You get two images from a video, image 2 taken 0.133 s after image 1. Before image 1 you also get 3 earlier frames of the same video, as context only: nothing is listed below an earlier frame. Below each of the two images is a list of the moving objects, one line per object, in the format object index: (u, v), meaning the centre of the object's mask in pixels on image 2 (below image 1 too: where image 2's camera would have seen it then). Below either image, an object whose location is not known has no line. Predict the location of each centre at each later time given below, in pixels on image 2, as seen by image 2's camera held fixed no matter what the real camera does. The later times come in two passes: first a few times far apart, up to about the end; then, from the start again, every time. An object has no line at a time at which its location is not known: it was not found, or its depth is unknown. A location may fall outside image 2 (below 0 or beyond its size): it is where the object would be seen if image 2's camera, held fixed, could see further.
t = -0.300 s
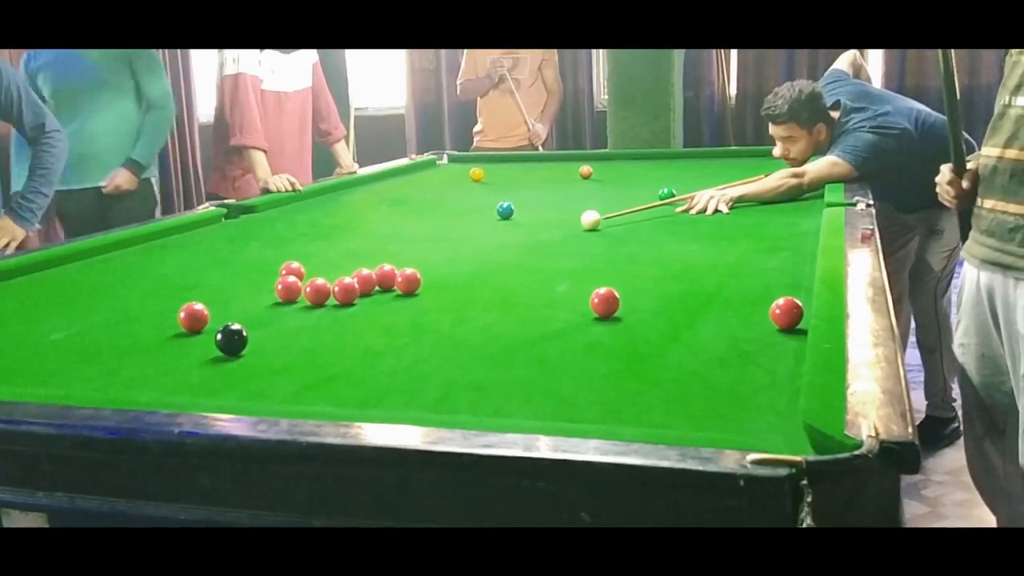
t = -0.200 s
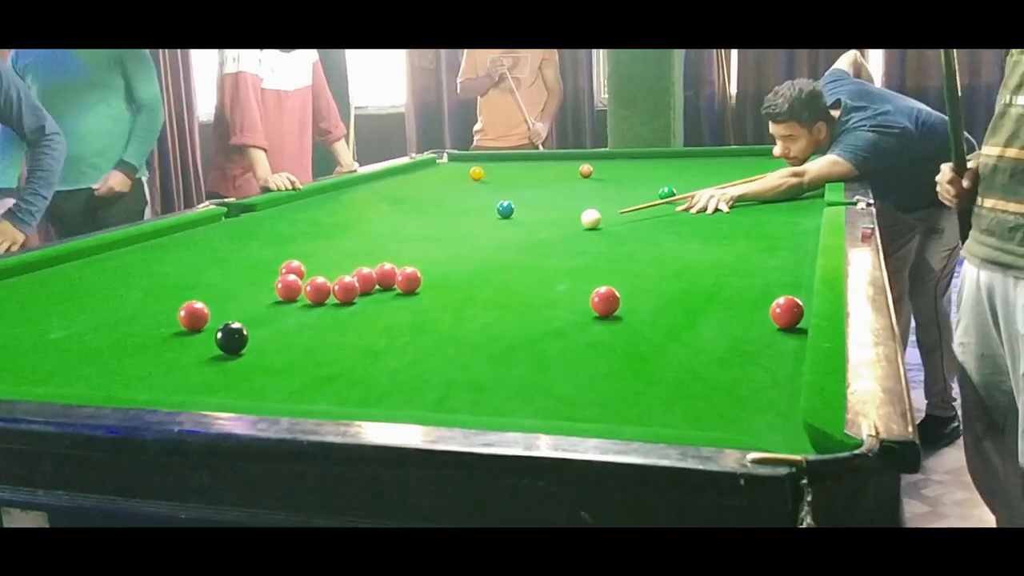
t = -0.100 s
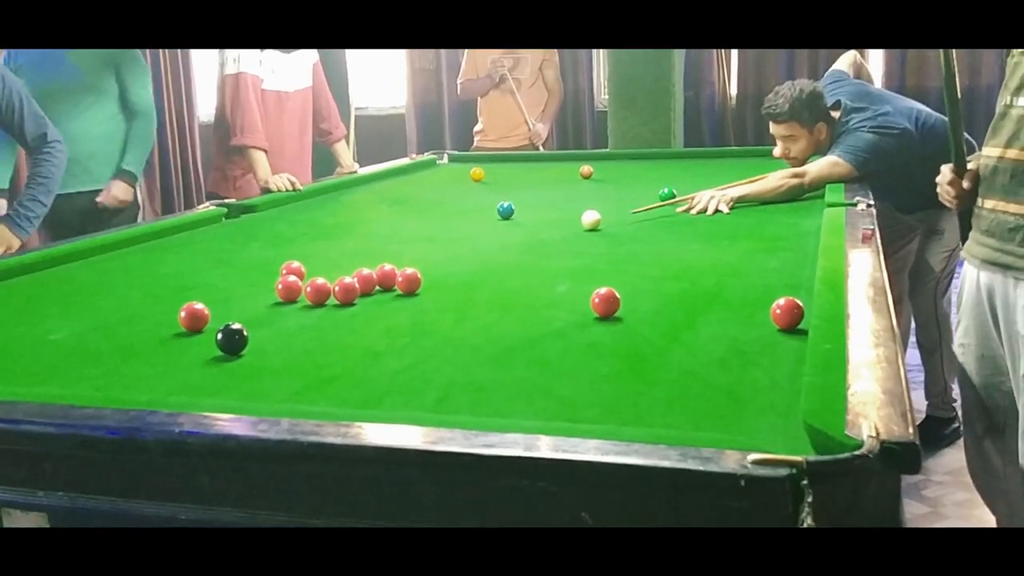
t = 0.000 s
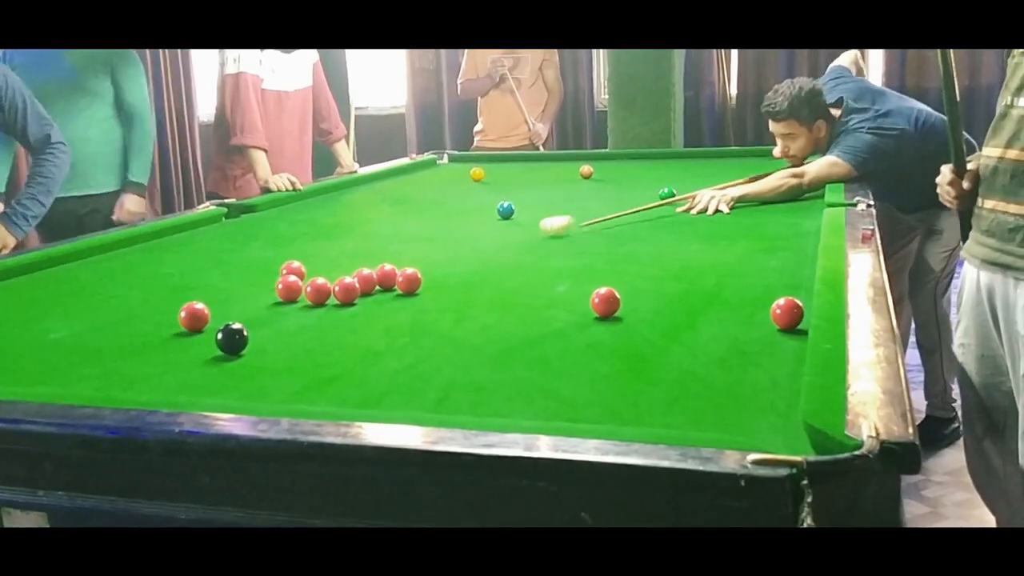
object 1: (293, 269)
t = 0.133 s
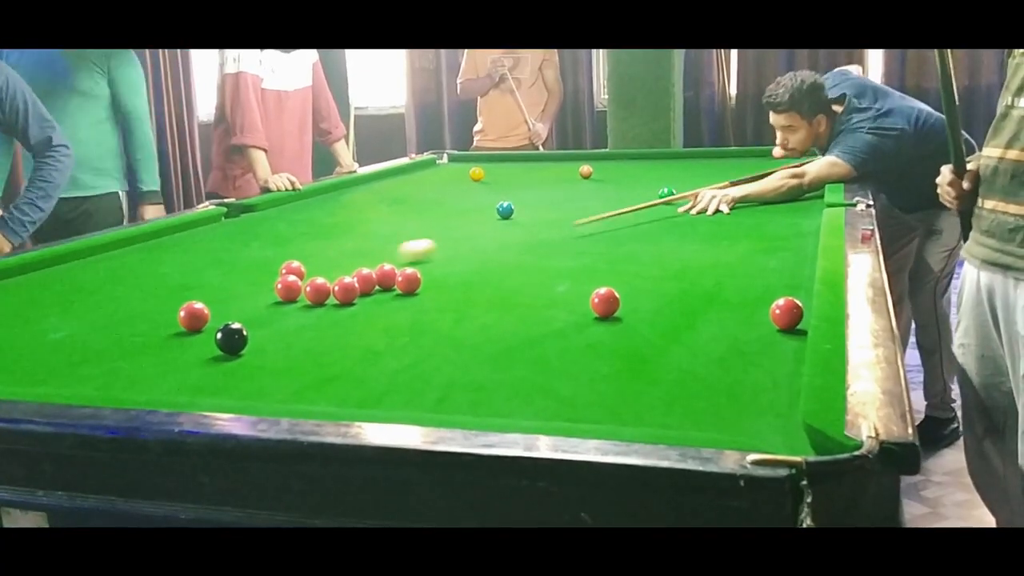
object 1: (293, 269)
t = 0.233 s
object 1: (276, 272)
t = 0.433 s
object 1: (22, 317)
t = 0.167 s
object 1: (293, 269)
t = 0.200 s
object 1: (293, 269)
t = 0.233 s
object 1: (276, 272)
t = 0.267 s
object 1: (236, 280)
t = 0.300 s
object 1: (194, 287)
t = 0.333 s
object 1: (152, 294)
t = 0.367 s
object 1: (108, 303)
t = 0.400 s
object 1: (64, 309)
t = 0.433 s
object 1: (22, 317)
